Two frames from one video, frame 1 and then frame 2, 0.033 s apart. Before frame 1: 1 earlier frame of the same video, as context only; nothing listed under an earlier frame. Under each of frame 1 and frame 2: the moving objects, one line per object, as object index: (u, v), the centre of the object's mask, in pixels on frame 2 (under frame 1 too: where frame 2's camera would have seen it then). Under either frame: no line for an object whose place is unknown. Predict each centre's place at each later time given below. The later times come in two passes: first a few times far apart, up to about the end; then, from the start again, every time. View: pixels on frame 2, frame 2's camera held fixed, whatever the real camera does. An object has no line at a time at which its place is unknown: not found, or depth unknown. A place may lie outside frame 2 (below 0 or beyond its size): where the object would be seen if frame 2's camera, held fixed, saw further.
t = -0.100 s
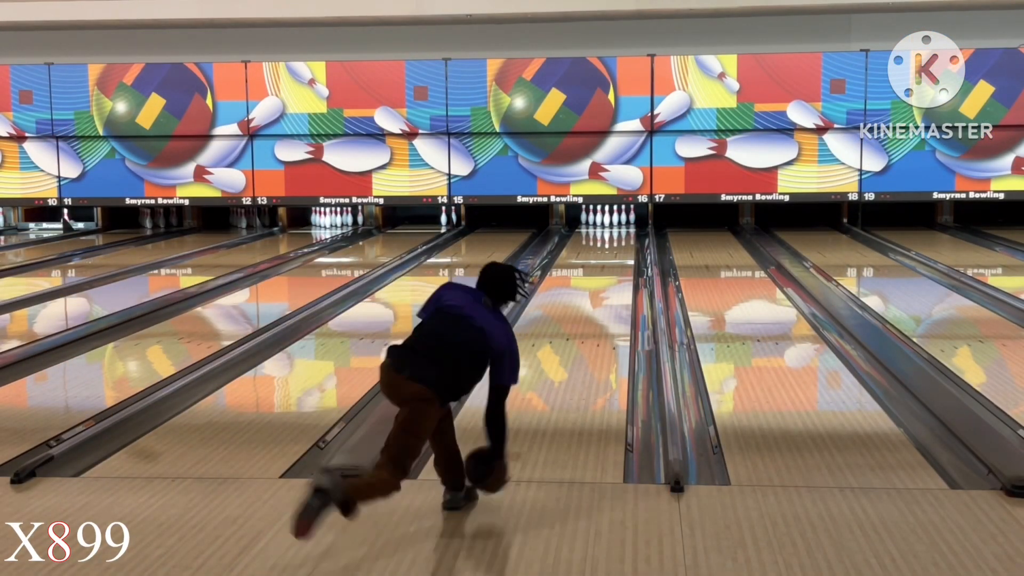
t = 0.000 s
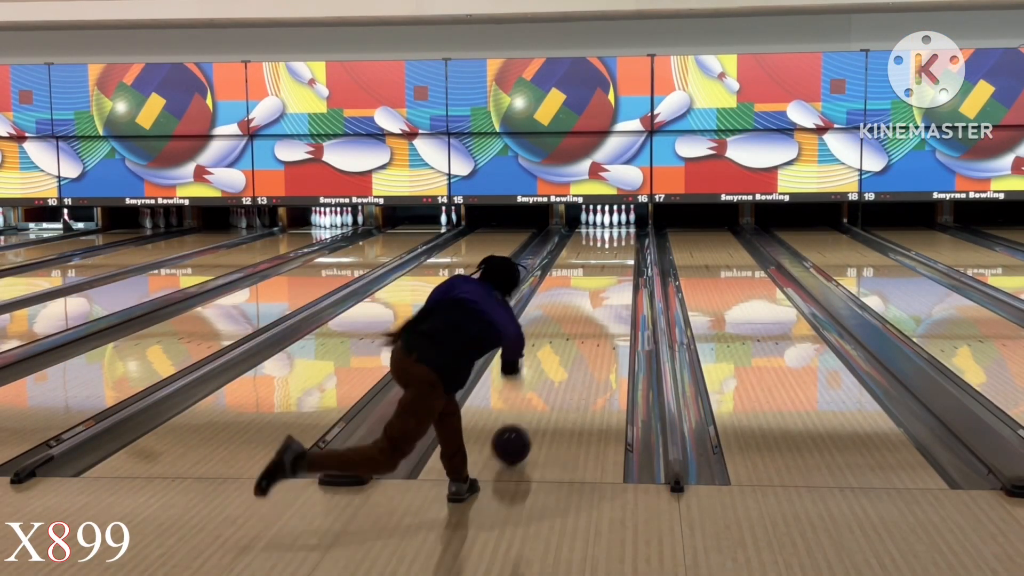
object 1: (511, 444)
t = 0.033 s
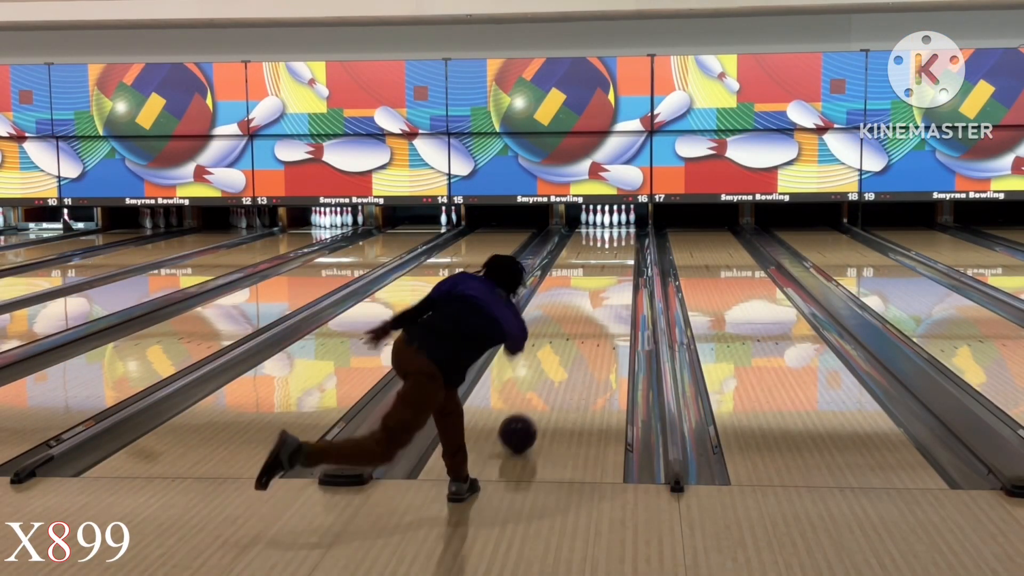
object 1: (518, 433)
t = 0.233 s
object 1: (549, 380)
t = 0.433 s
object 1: (570, 342)
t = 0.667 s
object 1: (588, 311)
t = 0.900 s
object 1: (600, 287)
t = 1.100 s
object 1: (608, 271)
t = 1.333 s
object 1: (614, 256)
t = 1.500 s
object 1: (617, 248)
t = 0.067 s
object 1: (524, 423)
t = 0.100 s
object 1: (529, 413)
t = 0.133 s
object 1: (535, 404)
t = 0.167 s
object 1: (540, 395)
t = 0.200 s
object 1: (545, 387)
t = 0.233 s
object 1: (549, 380)
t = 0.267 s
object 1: (553, 373)
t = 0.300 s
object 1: (557, 366)
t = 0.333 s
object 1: (561, 359)
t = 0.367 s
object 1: (564, 353)
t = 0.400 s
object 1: (567, 348)
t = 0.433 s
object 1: (570, 342)
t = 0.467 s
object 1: (573, 337)
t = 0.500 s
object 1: (576, 332)
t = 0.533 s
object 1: (578, 327)
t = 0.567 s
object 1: (581, 323)
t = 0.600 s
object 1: (583, 319)
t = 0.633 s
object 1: (586, 314)
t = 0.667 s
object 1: (588, 311)
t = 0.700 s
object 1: (590, 307)
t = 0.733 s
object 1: (592, 303)
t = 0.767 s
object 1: (593, 300)
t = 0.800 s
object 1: (595, 296)
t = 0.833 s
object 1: (597, 293)
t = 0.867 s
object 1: (598, 290)
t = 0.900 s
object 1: (600, 287)
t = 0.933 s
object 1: (601, 284)
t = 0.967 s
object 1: (603, 281)
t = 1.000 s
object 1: (604, 279)
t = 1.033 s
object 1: (605, 276)
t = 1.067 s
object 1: (606, 273)
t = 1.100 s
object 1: (608, 271)
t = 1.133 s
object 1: (609, 269)
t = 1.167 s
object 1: (610, 267)
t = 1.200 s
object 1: (611, 264)
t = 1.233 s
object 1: (612, 262)
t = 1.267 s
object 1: (612, 260)
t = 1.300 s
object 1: (613, 258)
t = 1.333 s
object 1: (614, 256)
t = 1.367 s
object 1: (615, 255)
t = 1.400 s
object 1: (616, 253)
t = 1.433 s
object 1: (616, 251)
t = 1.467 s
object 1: (617, 249)
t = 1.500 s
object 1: (617, 248)
